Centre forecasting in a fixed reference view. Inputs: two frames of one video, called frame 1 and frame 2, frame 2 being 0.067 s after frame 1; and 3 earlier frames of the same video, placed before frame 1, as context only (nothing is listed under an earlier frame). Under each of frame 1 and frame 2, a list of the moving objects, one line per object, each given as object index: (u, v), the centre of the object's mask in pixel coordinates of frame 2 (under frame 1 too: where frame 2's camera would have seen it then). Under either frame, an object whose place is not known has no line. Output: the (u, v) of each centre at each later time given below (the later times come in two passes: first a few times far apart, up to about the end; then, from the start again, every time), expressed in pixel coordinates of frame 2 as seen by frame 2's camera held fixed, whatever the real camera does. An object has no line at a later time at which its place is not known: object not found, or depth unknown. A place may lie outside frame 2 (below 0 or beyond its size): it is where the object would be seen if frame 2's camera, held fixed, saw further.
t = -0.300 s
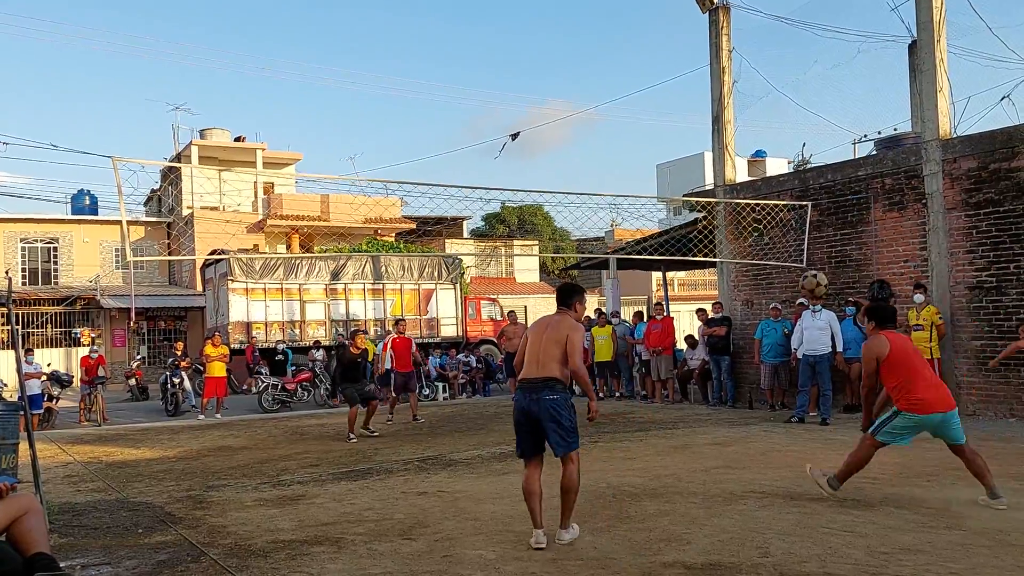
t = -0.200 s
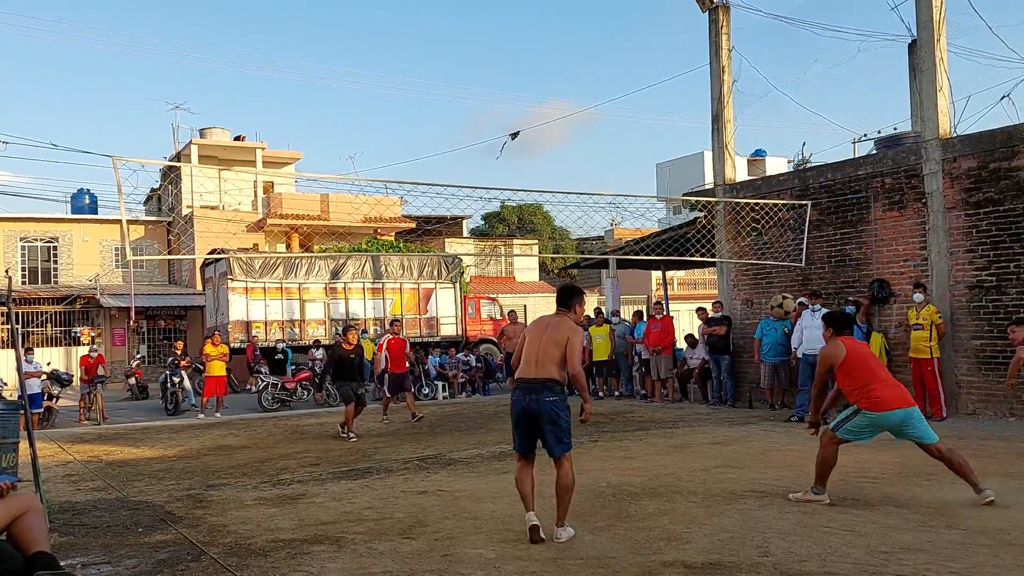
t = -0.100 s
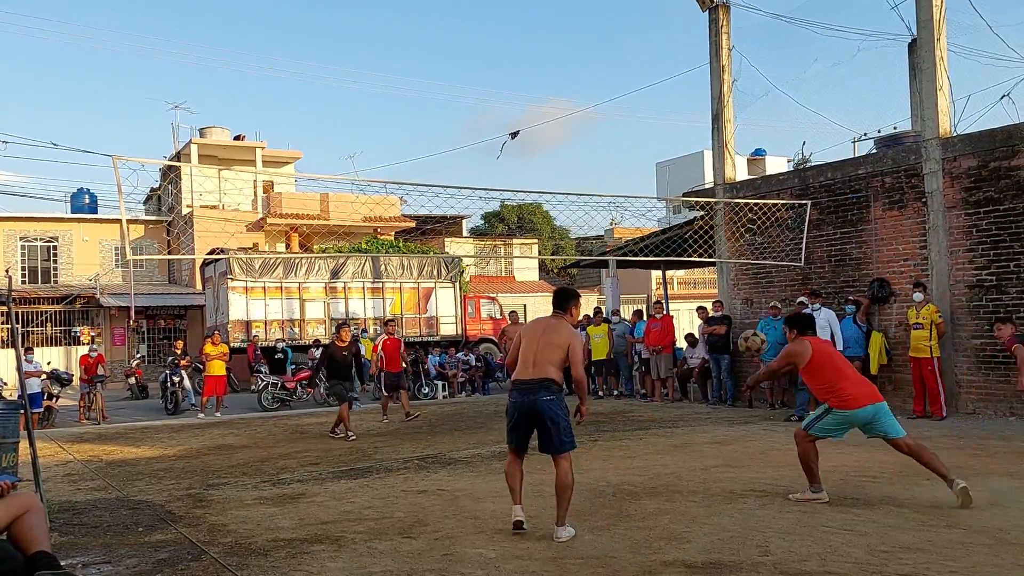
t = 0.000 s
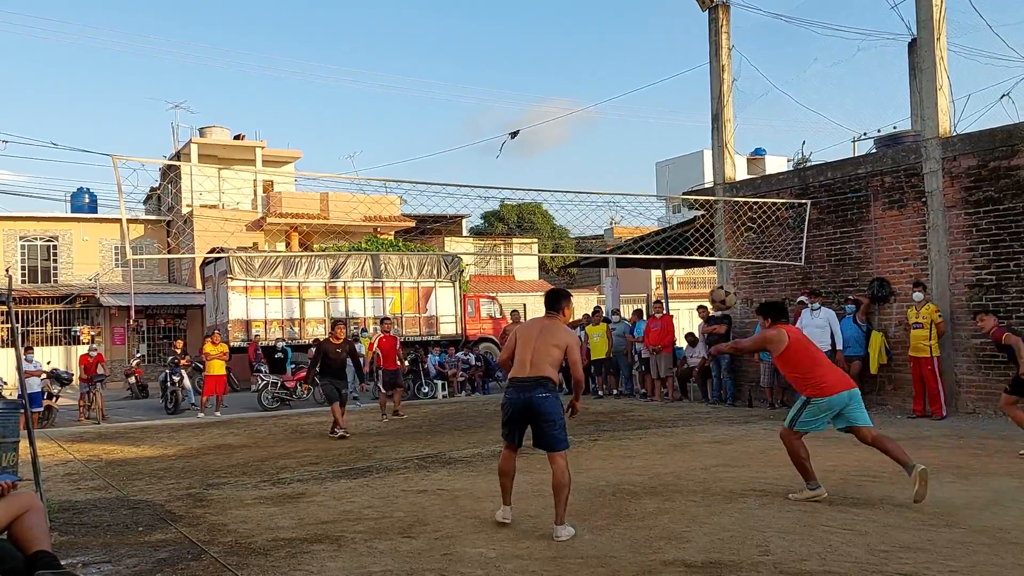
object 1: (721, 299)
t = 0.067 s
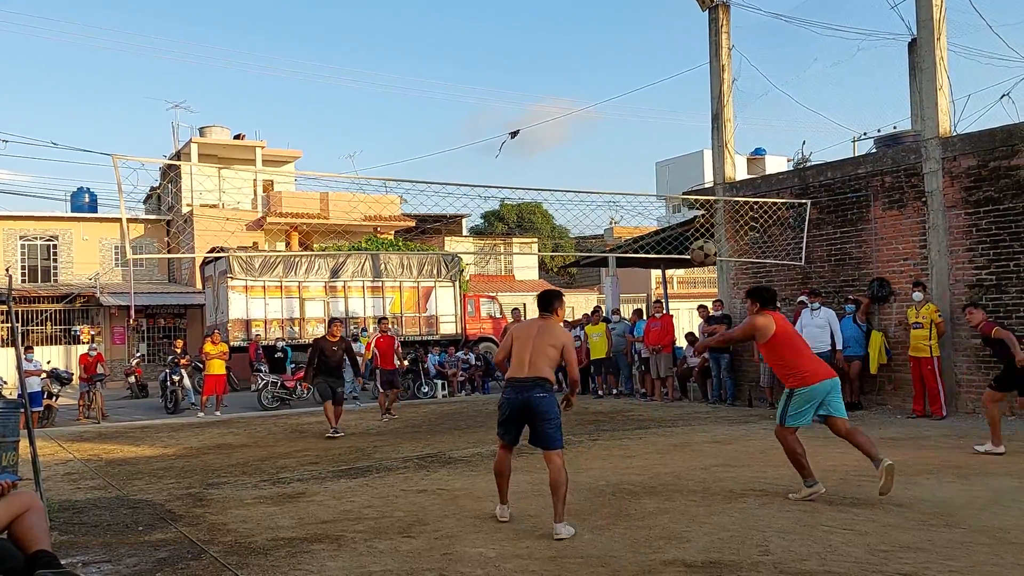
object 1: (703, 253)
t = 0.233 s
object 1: (659, 167)
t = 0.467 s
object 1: (602, 104)
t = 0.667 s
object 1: (556, 102)
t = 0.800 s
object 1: (527, 126)
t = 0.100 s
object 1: (694, 232)
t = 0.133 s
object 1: (684, 213)
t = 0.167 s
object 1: (676, 197)
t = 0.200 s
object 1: (667, 181)
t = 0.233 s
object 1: (659, 167)
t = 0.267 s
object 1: (651, 154)
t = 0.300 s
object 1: (642, 142)
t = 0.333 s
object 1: (634, 132)
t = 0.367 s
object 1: (626, 123)
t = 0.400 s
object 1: (618, 115)
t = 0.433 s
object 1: (610, 109)
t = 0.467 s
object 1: (602, 104)
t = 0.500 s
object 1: (594, 100)
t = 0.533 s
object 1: (586, 98)
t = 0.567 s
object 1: (578, 97)
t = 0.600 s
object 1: (571, 98)
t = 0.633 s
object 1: (563, 99)
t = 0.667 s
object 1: (556, 102)
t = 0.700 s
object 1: (549, 106)
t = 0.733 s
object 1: (541, 112)
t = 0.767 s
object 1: (534, 118)
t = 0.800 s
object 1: (527, 126)
